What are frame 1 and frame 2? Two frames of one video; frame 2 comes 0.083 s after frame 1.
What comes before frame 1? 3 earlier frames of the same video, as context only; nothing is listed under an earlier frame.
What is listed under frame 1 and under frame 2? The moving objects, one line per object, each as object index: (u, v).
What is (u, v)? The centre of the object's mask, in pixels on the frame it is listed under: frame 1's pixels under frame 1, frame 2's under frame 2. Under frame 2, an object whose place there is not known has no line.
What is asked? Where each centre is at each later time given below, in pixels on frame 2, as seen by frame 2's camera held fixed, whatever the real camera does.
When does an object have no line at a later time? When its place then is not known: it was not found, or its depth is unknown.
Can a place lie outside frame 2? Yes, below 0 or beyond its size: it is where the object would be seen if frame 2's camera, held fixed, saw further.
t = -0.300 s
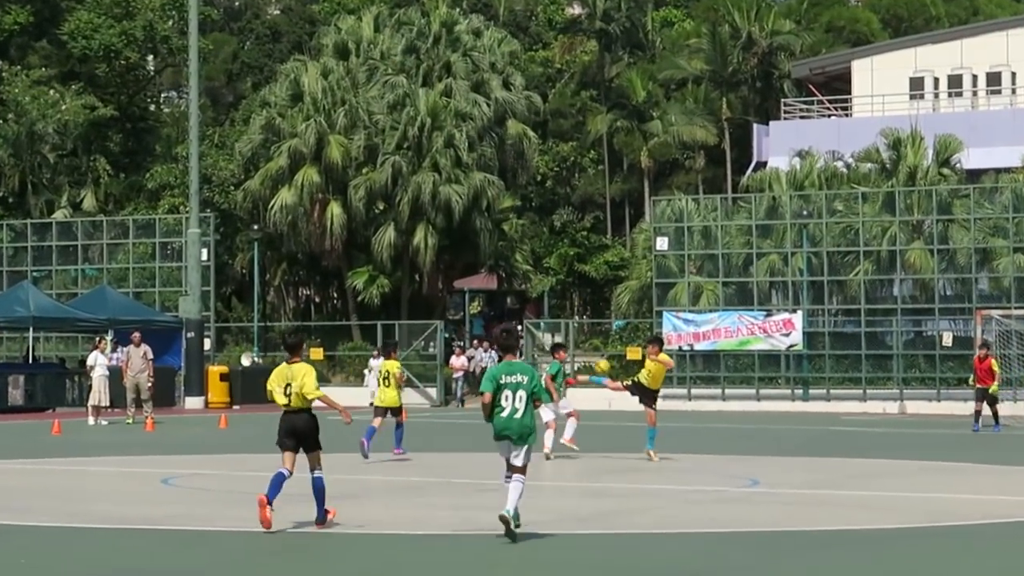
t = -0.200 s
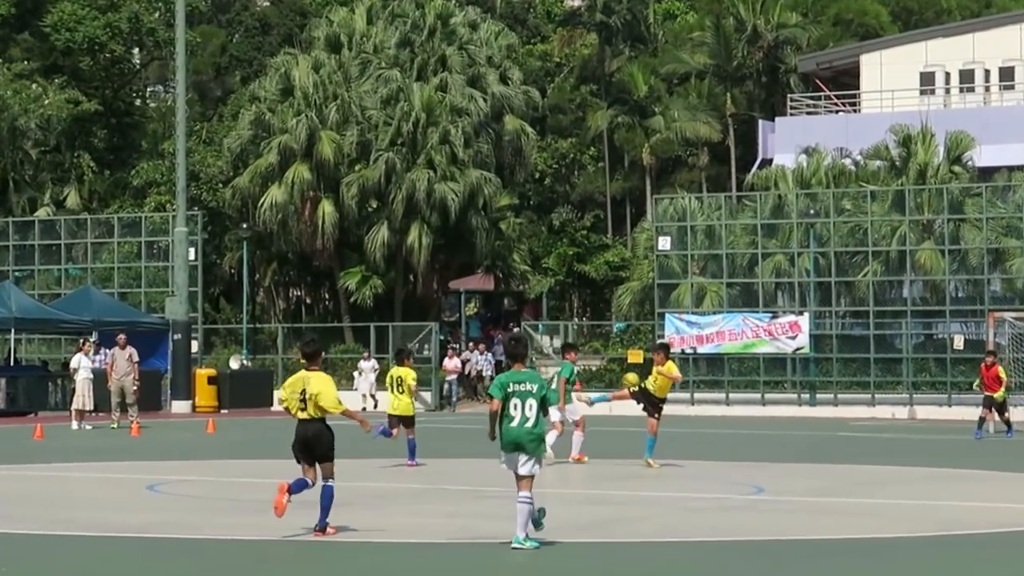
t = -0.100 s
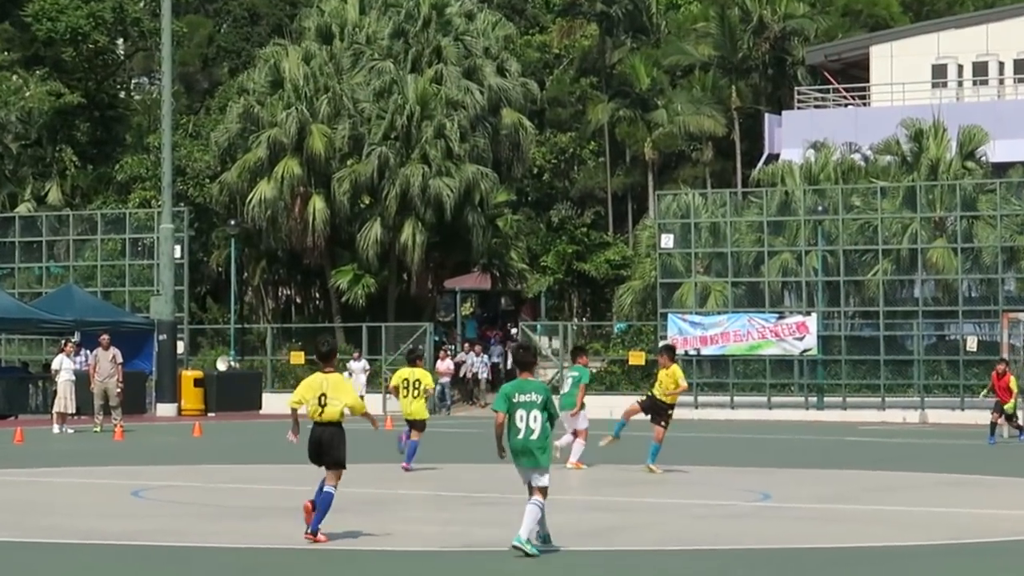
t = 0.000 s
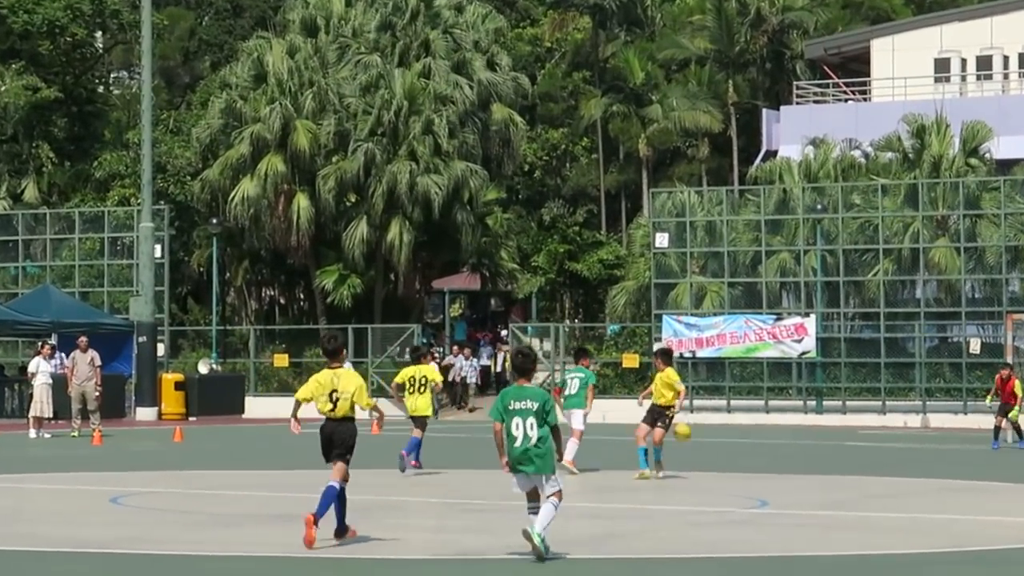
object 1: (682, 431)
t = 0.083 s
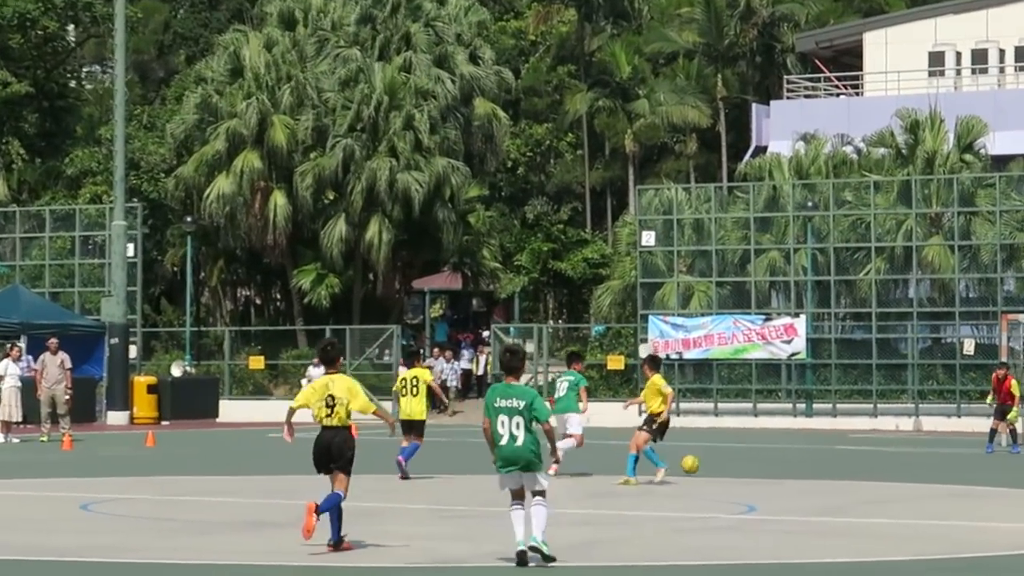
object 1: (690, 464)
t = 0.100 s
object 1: (693, 466)
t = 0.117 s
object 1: (700, 462)
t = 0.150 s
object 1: (710, 454)
